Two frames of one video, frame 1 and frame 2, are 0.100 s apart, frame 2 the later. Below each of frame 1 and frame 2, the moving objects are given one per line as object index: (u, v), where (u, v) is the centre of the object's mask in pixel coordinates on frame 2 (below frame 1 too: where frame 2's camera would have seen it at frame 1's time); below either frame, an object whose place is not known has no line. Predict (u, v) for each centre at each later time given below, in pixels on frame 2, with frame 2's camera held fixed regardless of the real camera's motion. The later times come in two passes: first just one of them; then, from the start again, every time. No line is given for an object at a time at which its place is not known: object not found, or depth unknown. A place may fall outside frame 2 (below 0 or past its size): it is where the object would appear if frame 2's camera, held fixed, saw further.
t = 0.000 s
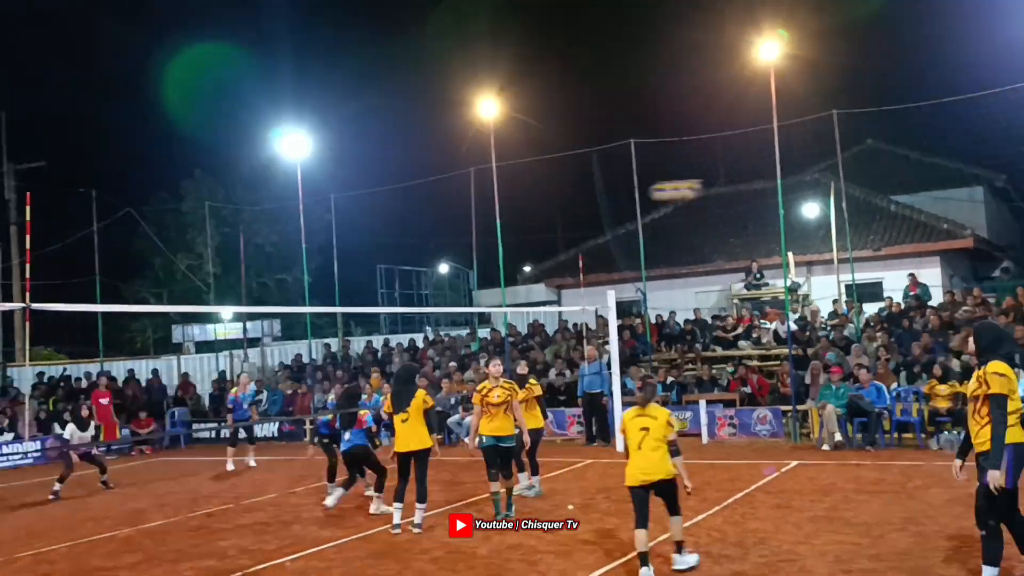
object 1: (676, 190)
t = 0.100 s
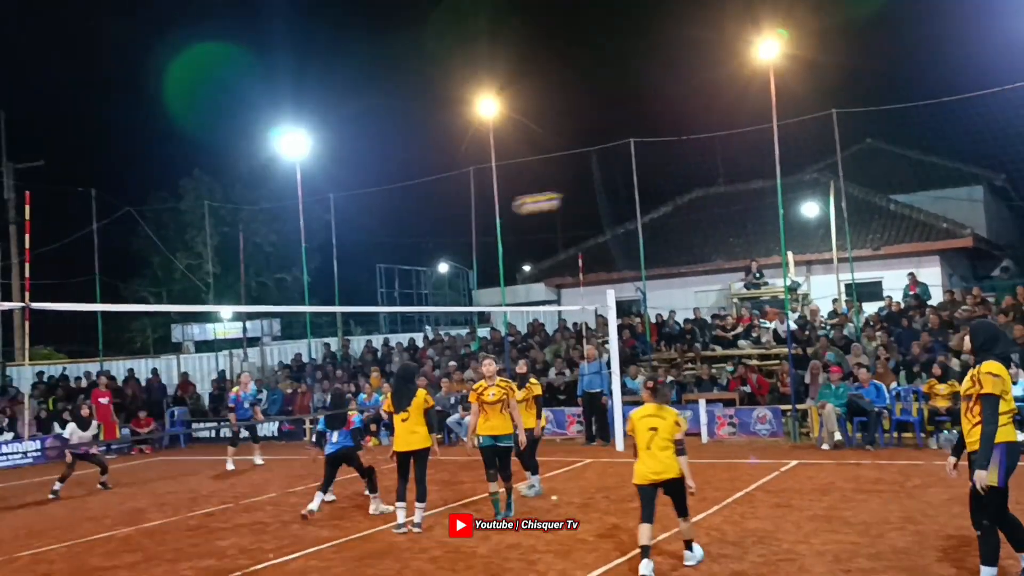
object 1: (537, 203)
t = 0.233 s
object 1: (371, 234)
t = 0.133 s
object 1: (495, 209)
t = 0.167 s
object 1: (451, 217)
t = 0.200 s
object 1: (411, 225)
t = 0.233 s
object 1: (371, 234)
